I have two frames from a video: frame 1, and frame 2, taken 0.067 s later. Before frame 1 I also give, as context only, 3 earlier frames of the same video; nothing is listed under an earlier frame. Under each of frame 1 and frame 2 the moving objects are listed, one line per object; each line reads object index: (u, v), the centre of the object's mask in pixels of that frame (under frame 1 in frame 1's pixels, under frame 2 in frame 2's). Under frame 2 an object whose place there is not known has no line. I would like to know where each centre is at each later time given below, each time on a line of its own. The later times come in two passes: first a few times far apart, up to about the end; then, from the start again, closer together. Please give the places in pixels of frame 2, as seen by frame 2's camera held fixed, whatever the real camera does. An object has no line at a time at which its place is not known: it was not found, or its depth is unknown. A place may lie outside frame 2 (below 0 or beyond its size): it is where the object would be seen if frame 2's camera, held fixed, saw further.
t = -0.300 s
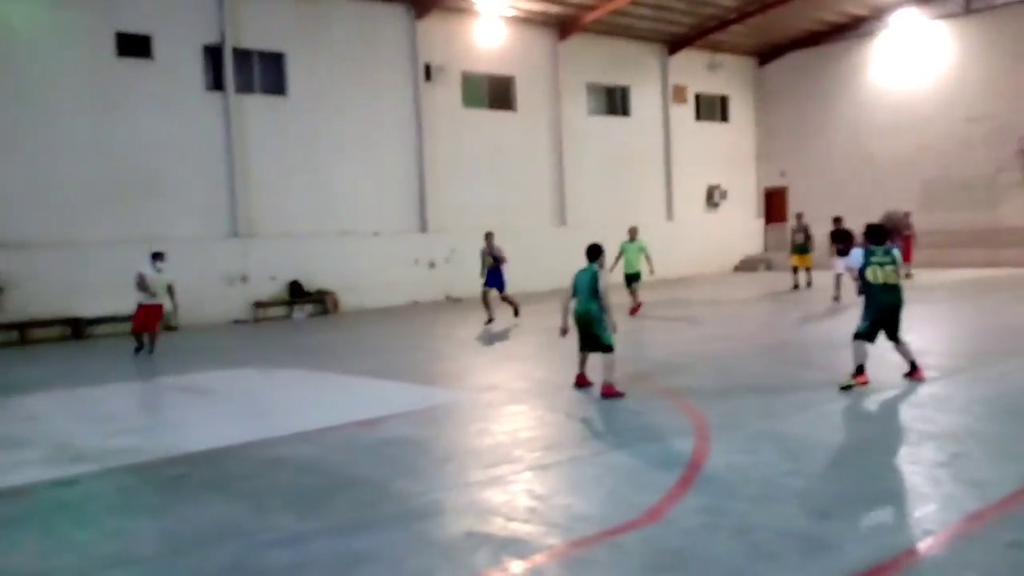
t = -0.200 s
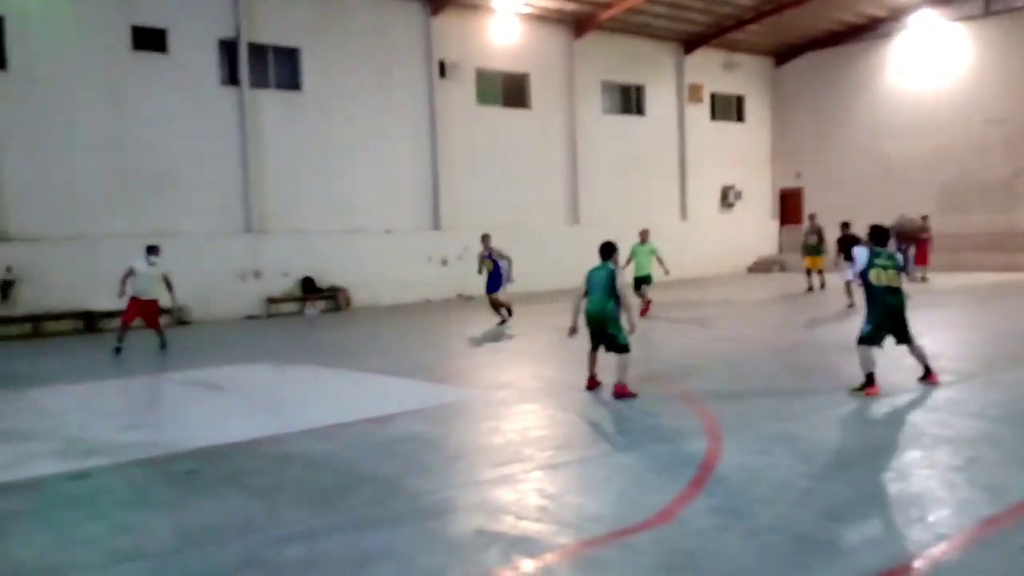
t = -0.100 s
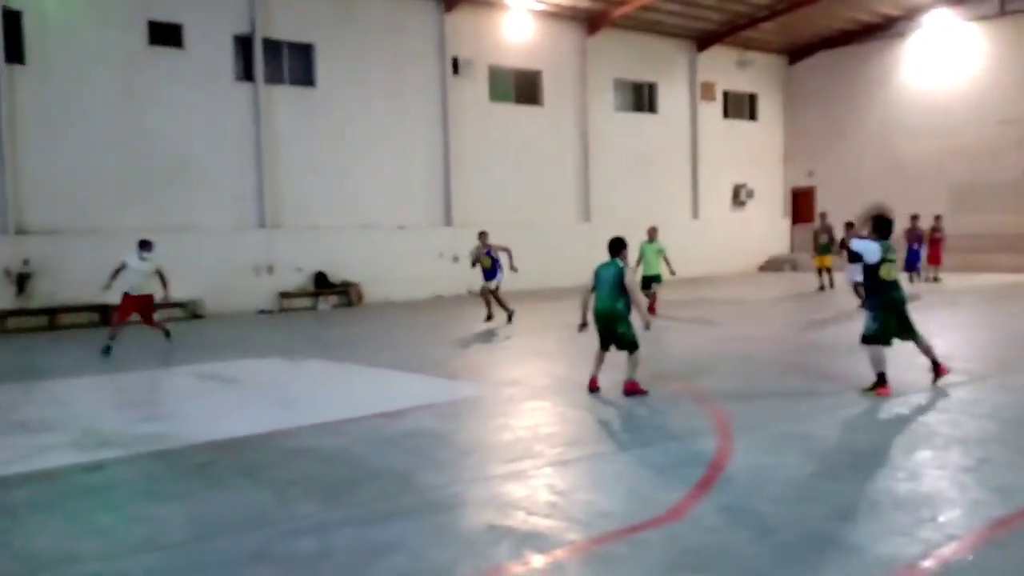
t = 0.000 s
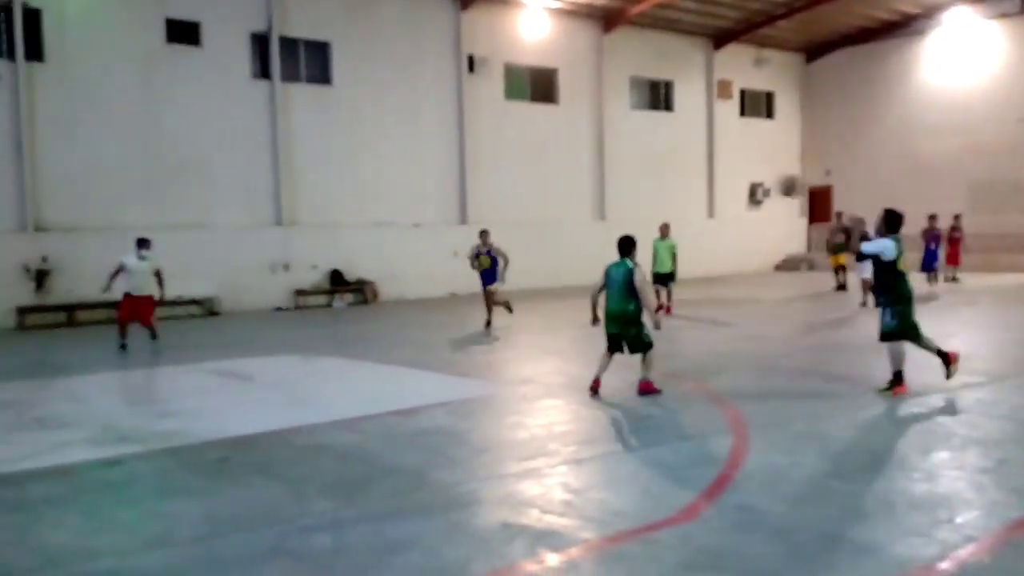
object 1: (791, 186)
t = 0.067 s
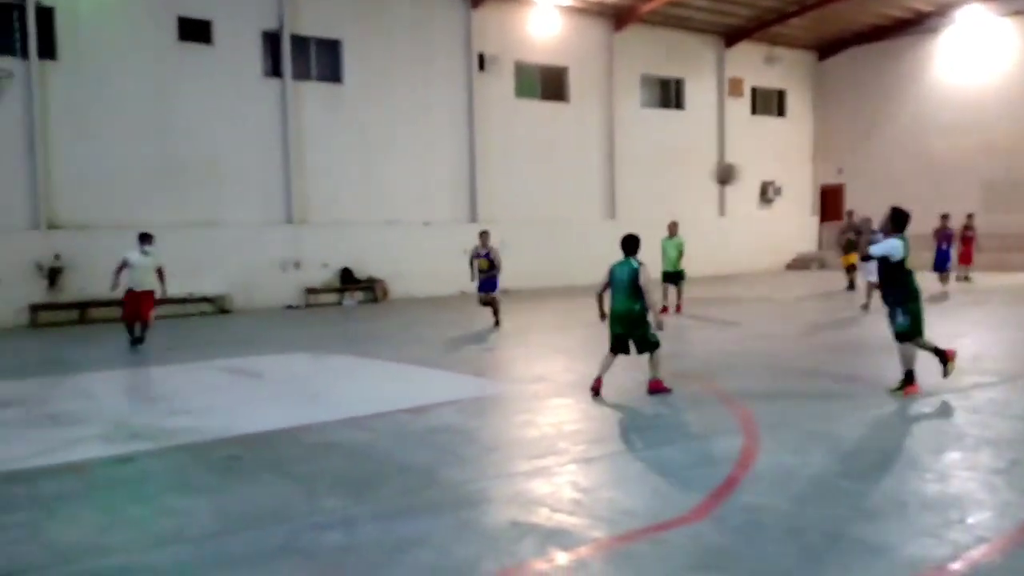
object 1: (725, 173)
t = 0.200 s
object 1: (587, 166)
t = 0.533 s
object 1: (297, 213)
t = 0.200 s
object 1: (587, 166)
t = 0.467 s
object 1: (349, 196)
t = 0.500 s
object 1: (323, 204)
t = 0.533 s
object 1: (297, 213)
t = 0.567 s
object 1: (271, 221)
